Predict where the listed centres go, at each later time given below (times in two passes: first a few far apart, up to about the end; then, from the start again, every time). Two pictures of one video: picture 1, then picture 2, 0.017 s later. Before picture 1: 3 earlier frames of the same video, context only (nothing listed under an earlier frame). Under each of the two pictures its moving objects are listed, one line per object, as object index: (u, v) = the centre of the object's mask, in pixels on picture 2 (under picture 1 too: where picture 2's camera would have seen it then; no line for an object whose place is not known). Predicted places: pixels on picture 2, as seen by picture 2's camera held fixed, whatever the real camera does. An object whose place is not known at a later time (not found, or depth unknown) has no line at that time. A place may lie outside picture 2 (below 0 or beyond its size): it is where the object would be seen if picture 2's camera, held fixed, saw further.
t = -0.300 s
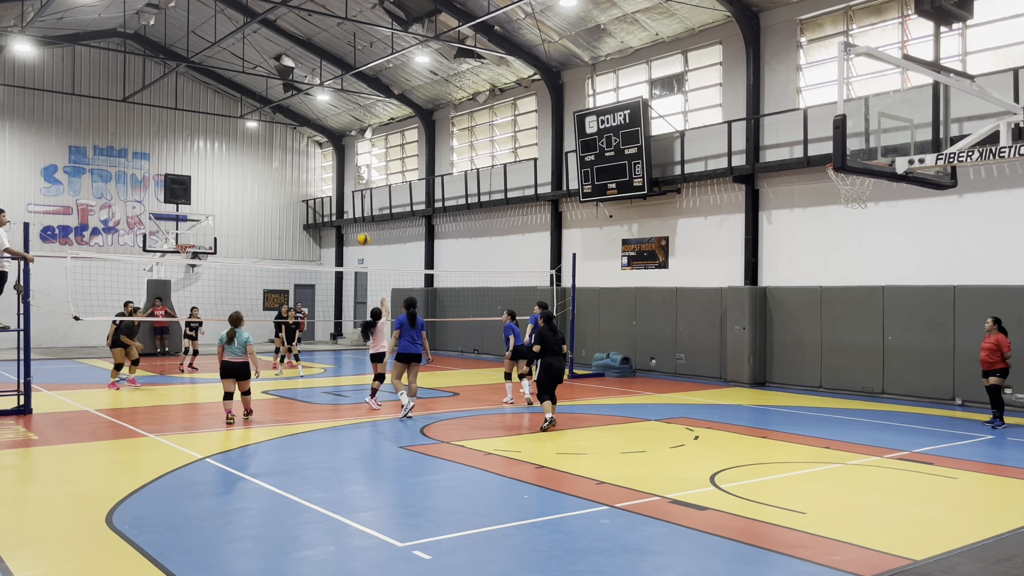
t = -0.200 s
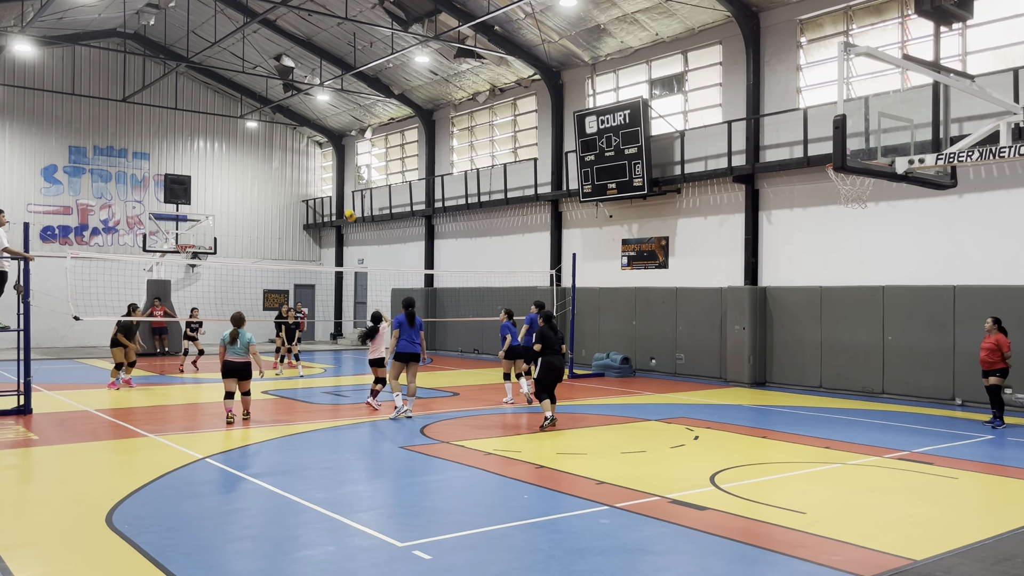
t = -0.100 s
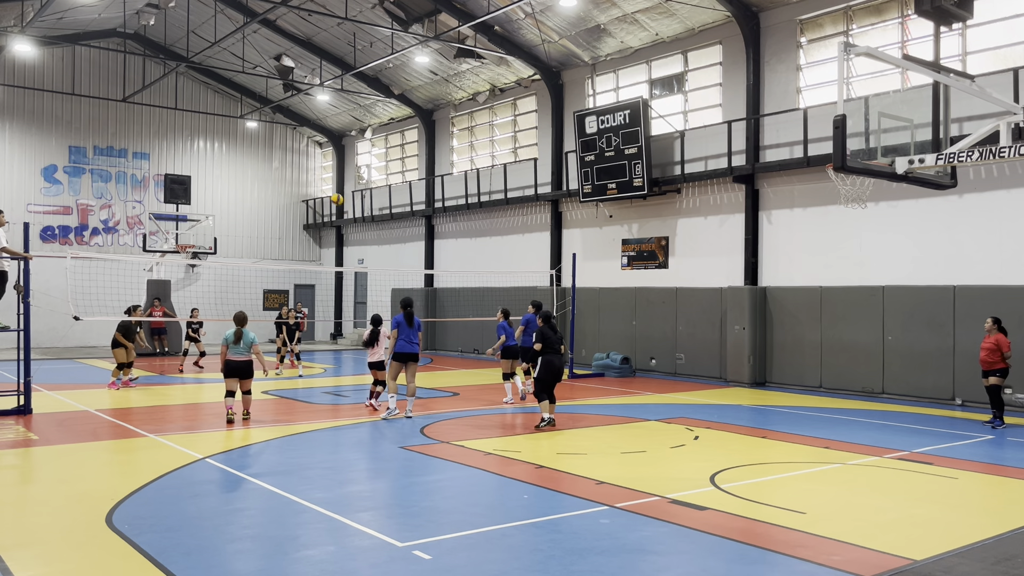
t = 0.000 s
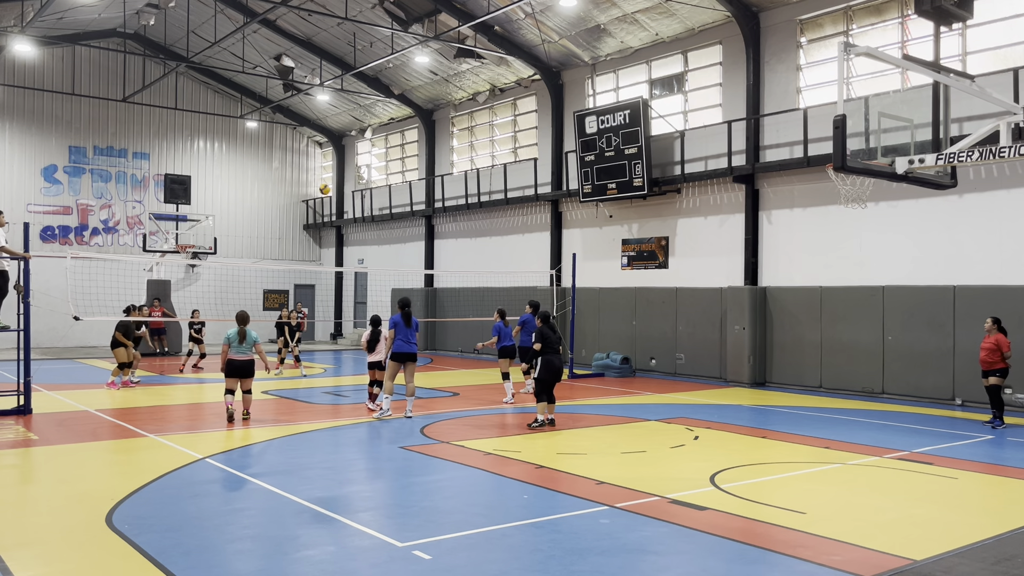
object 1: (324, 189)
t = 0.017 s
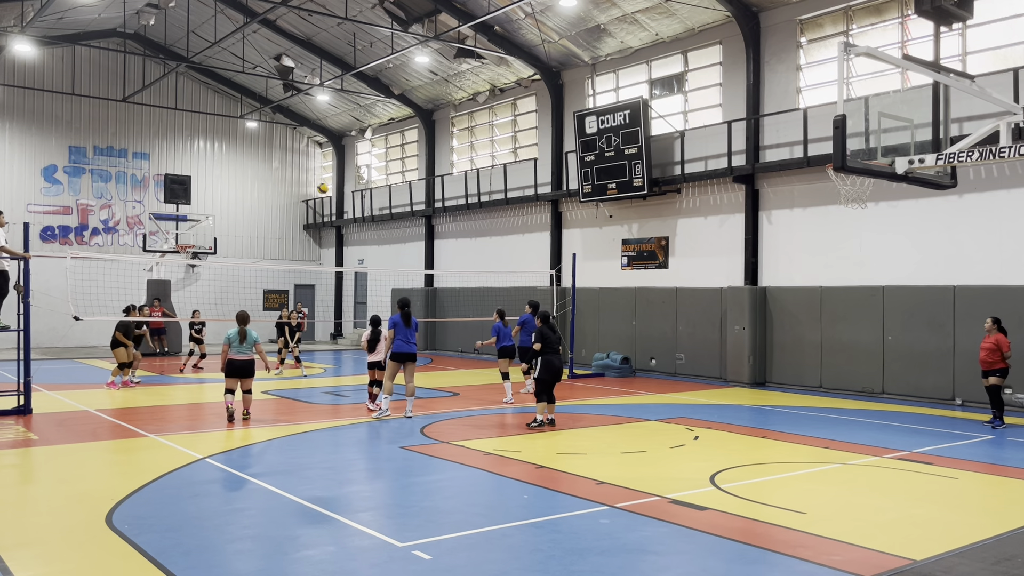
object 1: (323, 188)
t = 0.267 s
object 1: (295, 189)
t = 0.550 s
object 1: (267, 228)
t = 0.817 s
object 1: (246, 292)
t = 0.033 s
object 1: (321, 186)
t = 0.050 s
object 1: (318, 186)
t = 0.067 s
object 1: (315, 185)
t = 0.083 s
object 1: (315, 185)
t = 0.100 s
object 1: (312, 185)
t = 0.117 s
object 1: (310, 186)
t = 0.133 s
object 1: (309, 185)
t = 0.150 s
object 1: (307, 185)
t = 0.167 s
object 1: (306, 185)
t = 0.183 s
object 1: (304, 186)
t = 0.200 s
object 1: (302, 186)
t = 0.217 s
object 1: (300, 187)
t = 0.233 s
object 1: (298, 188)
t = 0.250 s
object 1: (297, 189)
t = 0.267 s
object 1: (295, 189)
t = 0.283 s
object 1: (294, 190)
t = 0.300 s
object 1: (292, 192)
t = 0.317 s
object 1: (290, 194)
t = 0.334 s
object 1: (288, 196)
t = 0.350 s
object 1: (287, 197)
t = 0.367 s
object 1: (286, 199)
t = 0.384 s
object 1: (284, 201)
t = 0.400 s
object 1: (282, 203)
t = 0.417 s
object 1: (279, 206)
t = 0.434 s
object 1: (278, 208)
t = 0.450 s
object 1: (277, 210)
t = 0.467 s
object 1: (276, 212)
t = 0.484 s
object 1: (275, 216)
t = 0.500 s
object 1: (272, 219)
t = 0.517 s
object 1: (271, 222)
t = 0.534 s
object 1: (270, 225)
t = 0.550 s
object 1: (267, 228)
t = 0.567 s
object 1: (267, 231)
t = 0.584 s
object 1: (266, 234)
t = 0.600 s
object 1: (264, 237)
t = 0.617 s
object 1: (262, 241)
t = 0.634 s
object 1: (261, 246)
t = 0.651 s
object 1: (260, 249)
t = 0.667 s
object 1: (259, 253)
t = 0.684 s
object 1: (258, 257)
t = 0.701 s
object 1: (255, 261)
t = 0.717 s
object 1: (254, 268)
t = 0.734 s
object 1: (253, 270)
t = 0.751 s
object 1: (252, 274)
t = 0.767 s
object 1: (252, 278)
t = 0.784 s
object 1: (250, 283)
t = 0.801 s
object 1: (248, 287)
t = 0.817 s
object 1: (246, 292)
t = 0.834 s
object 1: (246, 298)
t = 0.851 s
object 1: (245, 302)
